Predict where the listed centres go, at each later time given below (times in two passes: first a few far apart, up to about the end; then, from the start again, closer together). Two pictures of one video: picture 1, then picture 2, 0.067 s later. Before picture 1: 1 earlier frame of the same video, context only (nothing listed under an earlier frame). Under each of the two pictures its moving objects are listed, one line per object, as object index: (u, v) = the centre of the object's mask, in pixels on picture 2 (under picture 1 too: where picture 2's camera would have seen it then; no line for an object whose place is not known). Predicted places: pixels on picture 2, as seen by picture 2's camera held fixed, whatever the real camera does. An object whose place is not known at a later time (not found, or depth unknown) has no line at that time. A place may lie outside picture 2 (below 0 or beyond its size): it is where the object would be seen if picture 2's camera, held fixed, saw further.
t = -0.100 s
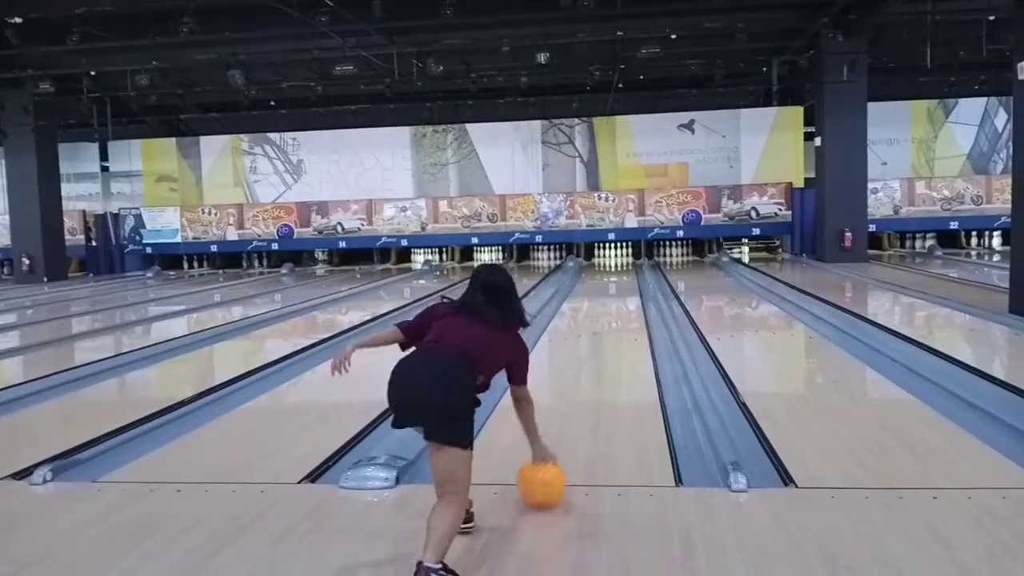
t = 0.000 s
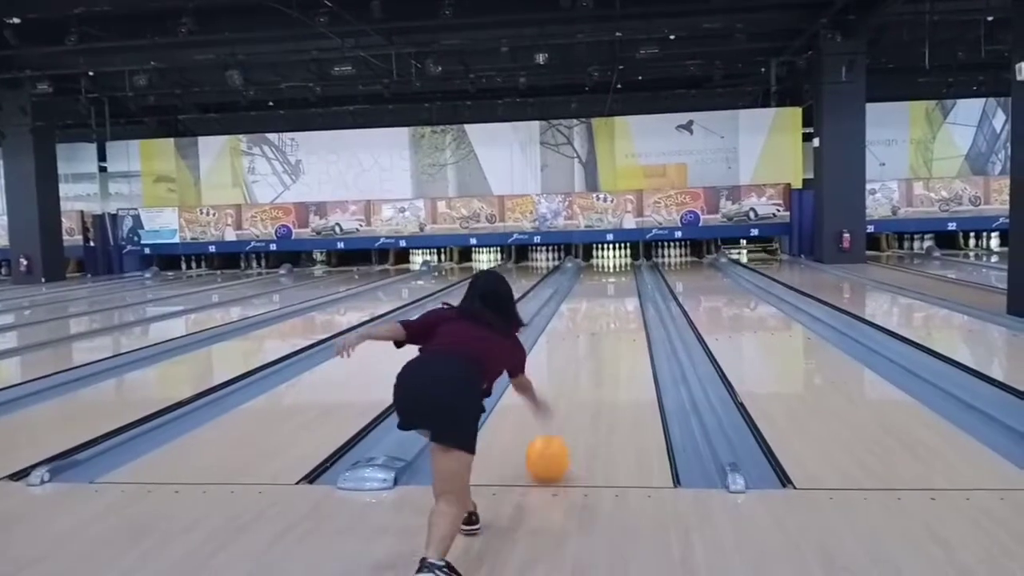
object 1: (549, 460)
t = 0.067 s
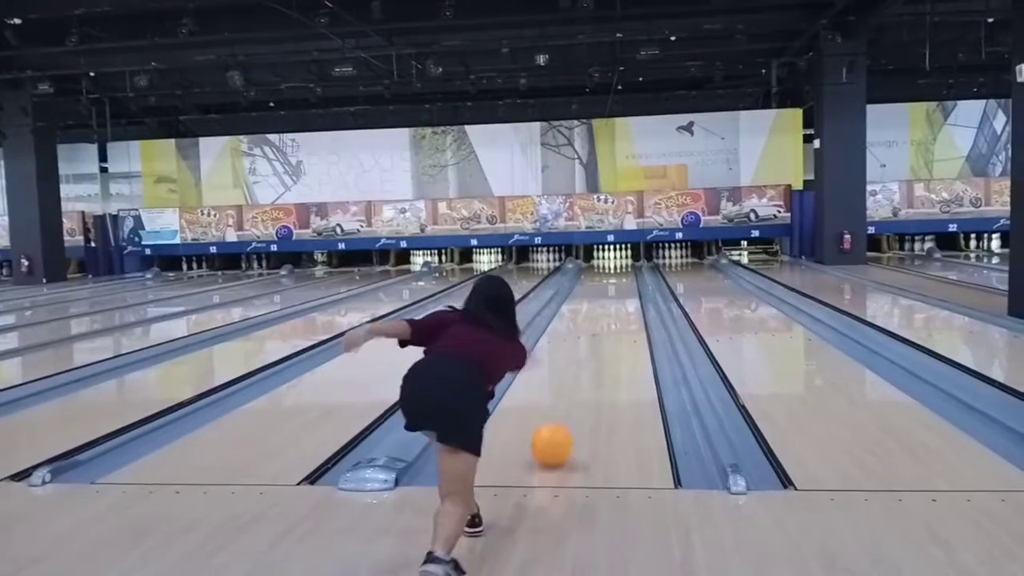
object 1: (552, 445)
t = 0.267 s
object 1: (561, 413)
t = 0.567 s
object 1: (571, 377)
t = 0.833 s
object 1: (579, 353)
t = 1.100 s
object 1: (582, 338)
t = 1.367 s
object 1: (583, 327)
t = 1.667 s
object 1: (586, 316)
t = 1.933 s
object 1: (587, 310)
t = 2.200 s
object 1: (589, 302)
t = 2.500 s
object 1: (589, 297)
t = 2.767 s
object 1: (591, 292)
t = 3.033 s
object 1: (592, 288)
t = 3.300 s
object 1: (593, 286)
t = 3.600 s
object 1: (594, 281)
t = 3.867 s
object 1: (595, 278)
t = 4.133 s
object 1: (596, 275)
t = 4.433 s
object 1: (596, 272)
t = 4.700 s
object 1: (596, 270)
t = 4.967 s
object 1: (597, 268)
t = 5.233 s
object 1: (596, 267)
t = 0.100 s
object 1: (554, 439)
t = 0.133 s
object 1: (555, 434)
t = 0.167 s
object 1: (557, 428)
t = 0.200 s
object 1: (559, 423)
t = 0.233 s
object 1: (560, 417)
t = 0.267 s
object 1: (561, 413)
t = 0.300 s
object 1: (563, 408)
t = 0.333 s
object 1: (564, 403)
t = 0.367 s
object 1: (564, 399)
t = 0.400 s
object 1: (566, 396)
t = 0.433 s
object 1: (567, 391)
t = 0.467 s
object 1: (567, 387)
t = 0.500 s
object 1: (569, 384)
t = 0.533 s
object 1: (569, 380)
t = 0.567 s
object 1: (571, 377)
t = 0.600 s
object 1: (572, 374)
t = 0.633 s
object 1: (573, 371)
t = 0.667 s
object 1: (574, 367)
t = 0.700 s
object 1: (575, 365)
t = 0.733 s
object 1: (577, 361)
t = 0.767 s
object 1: (578, 358)
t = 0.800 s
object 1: (579, 356)
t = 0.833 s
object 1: (579, 353)
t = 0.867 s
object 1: (580, 351)
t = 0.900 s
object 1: (581, 350)
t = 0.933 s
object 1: (582, 347)
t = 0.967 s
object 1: (583, 345)
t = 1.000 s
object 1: (583, 344)
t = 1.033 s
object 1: (583, 342)
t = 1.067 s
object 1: (582, 340)
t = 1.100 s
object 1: (582, 338)
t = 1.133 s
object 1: (581, 338)
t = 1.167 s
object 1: (581, 336)
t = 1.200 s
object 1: (581, 335)
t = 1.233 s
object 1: (582, 333)
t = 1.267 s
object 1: (582, 332)
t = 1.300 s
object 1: (582, 330)
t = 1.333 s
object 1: (582, 328)
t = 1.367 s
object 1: (583, 327)
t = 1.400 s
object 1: (583, 326)
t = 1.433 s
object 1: (584, 324)
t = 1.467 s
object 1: (584, 324)
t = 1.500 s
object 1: (584, 323)
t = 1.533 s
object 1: (584, 321)
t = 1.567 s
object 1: (584, 321)
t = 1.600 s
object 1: (585, 319)
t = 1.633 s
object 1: (585, 318)
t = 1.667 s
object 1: (586, 316)
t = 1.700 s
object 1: (586, 316)
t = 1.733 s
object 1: (586, 314)
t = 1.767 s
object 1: (587, 313)
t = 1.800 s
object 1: (587, 313)
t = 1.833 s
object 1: (587, 313)
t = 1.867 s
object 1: (586, 312)
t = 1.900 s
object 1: (587, 310)
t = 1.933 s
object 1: (587, 310)
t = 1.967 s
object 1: (588, 309)
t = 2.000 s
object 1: (588, 308)
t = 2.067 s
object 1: (588, 305)
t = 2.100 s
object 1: (588, 305)
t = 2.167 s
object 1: (589, 304)
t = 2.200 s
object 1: (589, 302)
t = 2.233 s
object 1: (589, 302)
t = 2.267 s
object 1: (588, 301)
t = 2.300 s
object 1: (589, 300)
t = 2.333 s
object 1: (588, 300)
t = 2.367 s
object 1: (589, 298)
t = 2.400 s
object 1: (589, 298)
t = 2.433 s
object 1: (589, 297)
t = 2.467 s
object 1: (589, 297)
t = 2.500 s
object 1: (589, 297)
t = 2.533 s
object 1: (590, 296)
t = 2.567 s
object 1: (590, 296)
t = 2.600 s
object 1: (590, 295)
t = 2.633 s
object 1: (590, 295)
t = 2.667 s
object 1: (590, 294)
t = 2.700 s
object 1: (590, 293)
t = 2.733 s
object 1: (591, 293)
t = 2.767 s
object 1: (591, 292)
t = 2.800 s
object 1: (591, 291)
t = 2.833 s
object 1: (591, 291)
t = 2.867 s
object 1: (591, 291)
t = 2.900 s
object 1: (591, 291)
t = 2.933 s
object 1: (591, 290)
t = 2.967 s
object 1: (591, 289)
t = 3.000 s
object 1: (592, 289)
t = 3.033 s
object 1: (592, 288)
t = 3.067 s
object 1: (592, 287)
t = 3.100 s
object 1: (592, 287)
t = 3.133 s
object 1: (592, 287)
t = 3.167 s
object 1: (592, 286)
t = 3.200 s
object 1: (592, 287)
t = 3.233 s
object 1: (592, 286)
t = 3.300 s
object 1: (593, 286)
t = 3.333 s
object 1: (593, 285)
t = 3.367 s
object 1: (593, 284)
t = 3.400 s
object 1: (593, 284)
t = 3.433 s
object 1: (593, 284)
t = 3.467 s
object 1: (593, 283)
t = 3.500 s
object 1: (593, 282)
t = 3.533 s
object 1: (594, 282)
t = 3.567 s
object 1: (594, 282)
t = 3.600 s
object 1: (594, 281)
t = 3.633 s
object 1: (594, 281)
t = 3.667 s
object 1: (594, 280)
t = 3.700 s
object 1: (594, 280)
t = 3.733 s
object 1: (594, 279)
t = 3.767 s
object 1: (594, 279)
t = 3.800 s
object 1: (594, 279)
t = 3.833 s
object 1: (594, 279)
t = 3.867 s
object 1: (595, 278)
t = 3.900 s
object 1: (595, 278)
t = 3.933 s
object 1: (595, 277)
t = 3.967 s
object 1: (594, 277)
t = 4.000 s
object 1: (595, 277)
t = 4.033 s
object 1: (595, 276)
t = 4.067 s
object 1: (596, 276)
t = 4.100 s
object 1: (596, 275)
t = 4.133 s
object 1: (596, 275)
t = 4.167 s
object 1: (595, 275)
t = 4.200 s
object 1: (595, 275)
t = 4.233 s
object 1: (595, 274)
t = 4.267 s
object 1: (595, 274)
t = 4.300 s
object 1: (596, 274)
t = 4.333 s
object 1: (596, 273)
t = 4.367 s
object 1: (595, 273)
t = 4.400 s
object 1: (596, 273)
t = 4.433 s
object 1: (596, 272)
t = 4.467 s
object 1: (596, 272)
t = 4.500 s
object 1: (596, 272)
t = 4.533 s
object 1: (596, 272)
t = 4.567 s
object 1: (596, 272)
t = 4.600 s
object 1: (596, 272)
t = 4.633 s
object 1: (596, 271)
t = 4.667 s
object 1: (596, 271)
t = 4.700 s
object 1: (596, 270)
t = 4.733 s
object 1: (596, 270)
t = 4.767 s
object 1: (596, 269)
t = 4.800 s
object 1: (596, 269)
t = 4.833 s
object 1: (596, 269)
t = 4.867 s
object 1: (596, 269)
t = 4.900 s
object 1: (596, 269)
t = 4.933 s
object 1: (597, 268)
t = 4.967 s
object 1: (597, 268)
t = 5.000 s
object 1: (597, 268)
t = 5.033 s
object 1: (597, 268)
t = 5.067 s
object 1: (597, 267)
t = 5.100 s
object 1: (597, 267)
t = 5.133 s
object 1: (597, 267)
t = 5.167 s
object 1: (596, 267)
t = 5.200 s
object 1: (596, 267)
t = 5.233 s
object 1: (596, 267)
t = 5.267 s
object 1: (596, 266)
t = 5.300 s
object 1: (596, 266)
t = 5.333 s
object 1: (596, 266)
